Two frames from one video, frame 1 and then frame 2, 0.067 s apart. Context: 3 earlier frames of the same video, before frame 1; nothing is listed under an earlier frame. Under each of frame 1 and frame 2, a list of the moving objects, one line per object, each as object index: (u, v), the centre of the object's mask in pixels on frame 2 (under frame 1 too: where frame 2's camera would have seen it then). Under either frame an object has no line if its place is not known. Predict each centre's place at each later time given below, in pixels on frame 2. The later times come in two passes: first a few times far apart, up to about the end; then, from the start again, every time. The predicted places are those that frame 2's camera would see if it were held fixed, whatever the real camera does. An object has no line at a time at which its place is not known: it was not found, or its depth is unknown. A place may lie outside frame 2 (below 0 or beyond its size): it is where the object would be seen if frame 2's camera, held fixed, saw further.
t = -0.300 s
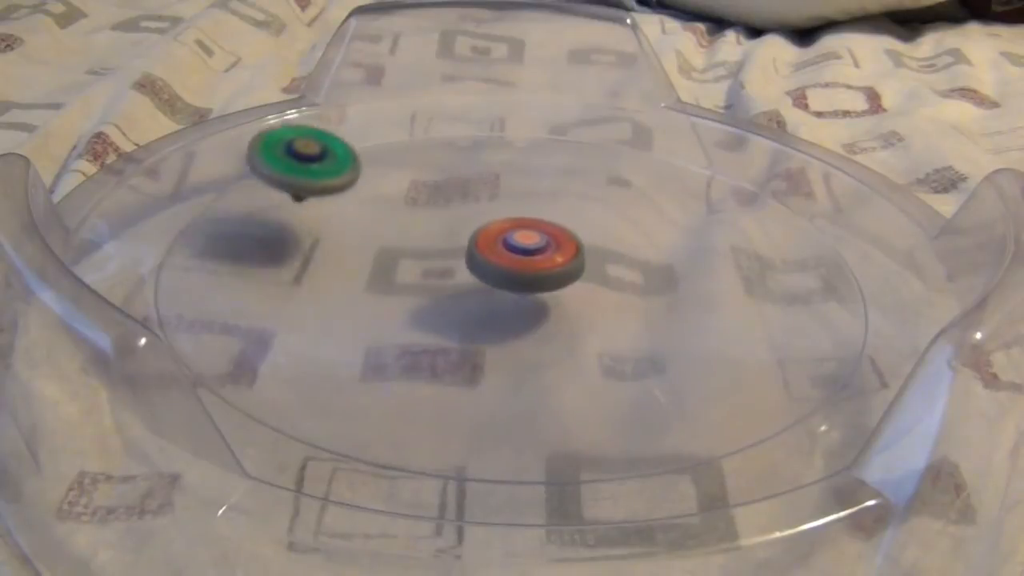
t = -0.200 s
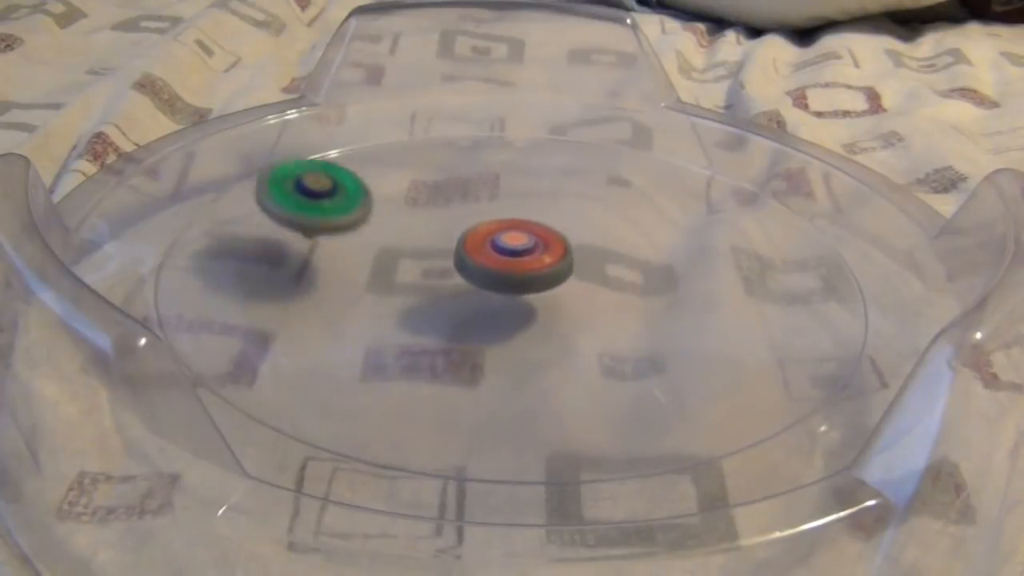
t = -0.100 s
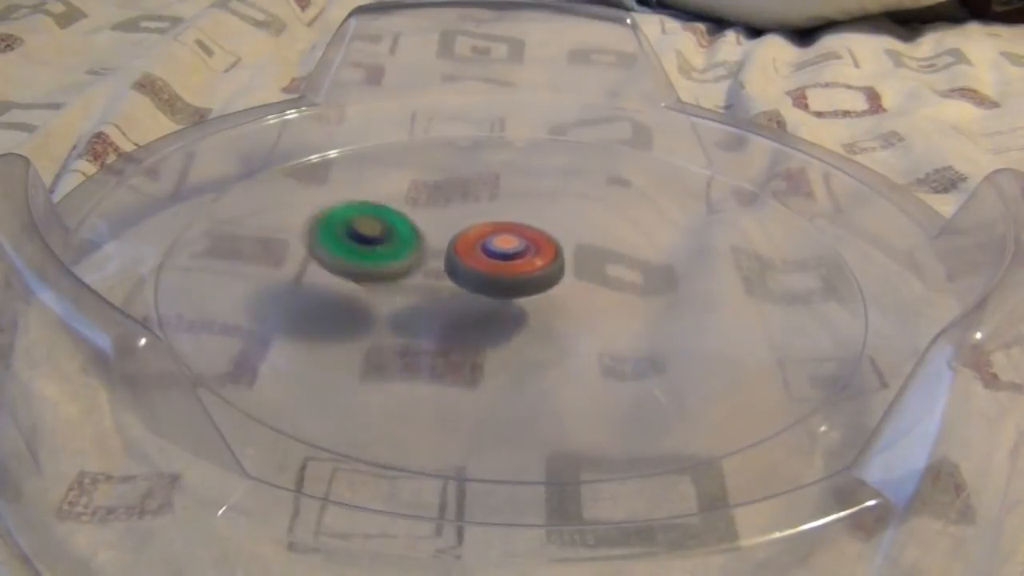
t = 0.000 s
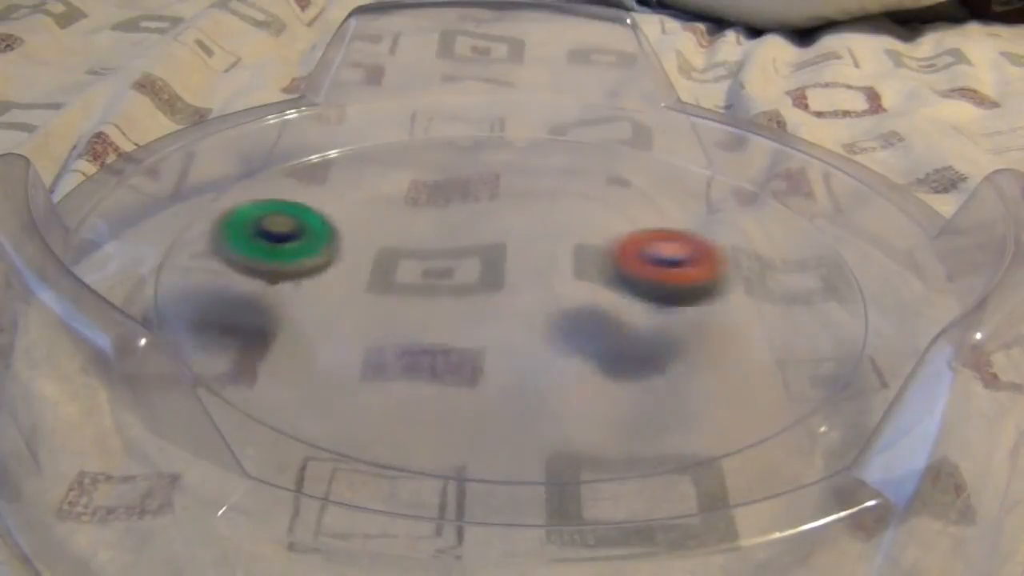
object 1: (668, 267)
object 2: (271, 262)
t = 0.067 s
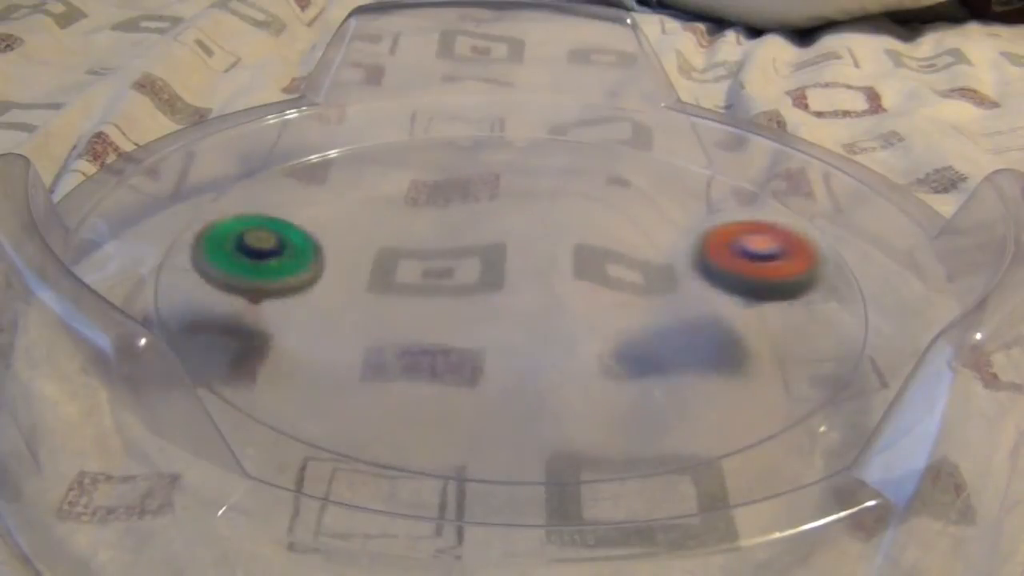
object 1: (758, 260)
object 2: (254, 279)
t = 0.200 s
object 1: (797, 241)
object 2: (451, 367)
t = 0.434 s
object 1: (719, 118)
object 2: (746, 287)
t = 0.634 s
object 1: (597, 79)
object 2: (590, 194)
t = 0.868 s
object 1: (373, 180)
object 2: (298, 274)
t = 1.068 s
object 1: (348, 301)
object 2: (638, 443)
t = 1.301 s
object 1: (522, 361)
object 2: (842, 218)
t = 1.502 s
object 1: (660, 346)
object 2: (420, 125)
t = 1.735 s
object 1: (697, 303)
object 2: (520, 445)
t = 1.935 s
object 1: (654, 281)
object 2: (791, 200)
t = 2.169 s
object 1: (581, 278)
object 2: (214, 209)
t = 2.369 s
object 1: (527, 293)
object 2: (758, 420)
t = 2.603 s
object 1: (501, 317)
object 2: (626, 138)
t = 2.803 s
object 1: (505, 332)
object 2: (187, 265)
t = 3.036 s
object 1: (513, 335)
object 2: (878, 340)
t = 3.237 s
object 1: (515, 332)
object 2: (604, 129)
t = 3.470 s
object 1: (498, 325)
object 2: (212, 334)
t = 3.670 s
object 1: (473, 316)
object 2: (870, 351)
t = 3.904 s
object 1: (447, 308)
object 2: (573, 128)
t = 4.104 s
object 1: (430, 303)
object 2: (190, 271)
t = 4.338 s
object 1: (419, 296)
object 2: (860, 362)
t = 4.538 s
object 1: (418, 292)
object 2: (667, 148)
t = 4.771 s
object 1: (425, 284)
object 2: (203, 224)
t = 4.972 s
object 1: (429, 275)
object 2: (689, 436)
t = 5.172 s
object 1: (437, 268)
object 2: (809, 213)
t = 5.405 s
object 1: (448, 262)
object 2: (404, 128)
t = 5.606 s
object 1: (460, 260)
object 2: (235, 367)
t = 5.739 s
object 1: (469, 259)
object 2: (737, 427)
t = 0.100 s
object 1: (784, 256)
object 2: (269, 298)
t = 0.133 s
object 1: (798, 252)
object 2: (308, 324)
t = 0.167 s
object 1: (801, 247)
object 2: (376, 347)
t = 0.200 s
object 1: (797, 241)
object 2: (451, 367)
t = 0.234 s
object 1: (789, 235)
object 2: (553, 371)
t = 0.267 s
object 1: (777, 231)
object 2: (637, 360)
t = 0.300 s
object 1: (762, 226)
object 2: (719, 331)
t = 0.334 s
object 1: (758, 199)
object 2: (727, 312)
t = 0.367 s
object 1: (757, 165)
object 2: (739, 307)
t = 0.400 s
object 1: (740, 134)
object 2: (745, 300)
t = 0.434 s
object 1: (719, 118)
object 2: (746, 287)
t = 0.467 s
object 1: (699, 105)
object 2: (741, 267)
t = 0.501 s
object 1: (677, 98)
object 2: (729, 243)
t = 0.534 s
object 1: (660, 96)
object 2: (708, 217)
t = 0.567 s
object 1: (642, 106)
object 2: (673, 193)
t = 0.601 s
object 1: (620, 88)
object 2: (632, 185)
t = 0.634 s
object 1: (597, 79)
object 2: (590, 194)
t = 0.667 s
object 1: (569, 92)
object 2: (542, 199)
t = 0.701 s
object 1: (538, 98)
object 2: (490, 202)
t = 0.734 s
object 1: (504, 111)
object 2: (440, 207)
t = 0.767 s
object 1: (470, 125)
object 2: (403, 215)
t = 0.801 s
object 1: (435, 142)
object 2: (361, 230)
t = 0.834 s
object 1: (402, 160)
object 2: (323, 249)
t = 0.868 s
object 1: (373, 180)
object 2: (298, 274)
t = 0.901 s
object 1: (349, 202)
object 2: (287, 306)
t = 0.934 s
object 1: (333, 224)
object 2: (298, 345)
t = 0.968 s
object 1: (325, 245)
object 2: (340, 384)
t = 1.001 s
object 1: (326, 265)
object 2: (410, 425)
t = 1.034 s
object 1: (334, 284)
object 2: (510, 450)
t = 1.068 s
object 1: (348, 301)
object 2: (638, 443)
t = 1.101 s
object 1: (367, 315)
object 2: (758, 428)
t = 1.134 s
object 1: (388, 327)
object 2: (846, 400)
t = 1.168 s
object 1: (412, 337)
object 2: (877, 370)
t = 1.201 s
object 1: (437, 346)
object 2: (890, 317)
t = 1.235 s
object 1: (465, 353)
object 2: (890, 283)
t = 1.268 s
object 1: (493, 358)
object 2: (873, 249)
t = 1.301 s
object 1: (522, 361)
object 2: (842, 218)
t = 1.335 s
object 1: (550, 362)
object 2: (804, 193)
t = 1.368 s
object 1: (577, 362)
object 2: (743, 165)
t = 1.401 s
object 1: (601, 360)
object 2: (656, 143)
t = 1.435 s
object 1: (623, 356)
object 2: (584, 130)
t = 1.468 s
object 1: (643, 352)
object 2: (503, 121)
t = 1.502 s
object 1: (660, 346)
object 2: (420, 125)
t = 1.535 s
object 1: (673, 340)
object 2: (337, 144)
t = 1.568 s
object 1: (684, 334)
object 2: (250, 181)
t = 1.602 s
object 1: (691, 328)
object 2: (201, 228)
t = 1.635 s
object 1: (696, 321)
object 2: (187, 293)
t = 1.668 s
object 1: (698, 314)
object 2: (228, 372)
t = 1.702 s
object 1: (699, 308)
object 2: (334, 419)
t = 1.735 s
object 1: (697, 303)
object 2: (520, 445)
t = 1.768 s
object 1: (694, 298)
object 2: (702, 436)
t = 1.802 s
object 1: (688, 293)
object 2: (821, 395)
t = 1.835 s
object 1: (681, 290)
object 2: (875, 346)
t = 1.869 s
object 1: (673, 286)
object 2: (880, 293)
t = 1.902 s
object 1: (664, 284)
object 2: (840, 244)
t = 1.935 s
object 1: (654, 281)
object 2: (791, 200)
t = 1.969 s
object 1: (645, 280)
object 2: (708, 160)
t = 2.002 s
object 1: (635, 278)
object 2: (632, 138)
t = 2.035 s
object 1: (624, 278)
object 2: (547, 125)
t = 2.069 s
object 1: (613, 277)
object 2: (448, 124)
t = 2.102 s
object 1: (602, 277)
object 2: (365, 136)
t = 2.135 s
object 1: (591, 277)
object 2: (274, 168)
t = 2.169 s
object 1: (581, 278)
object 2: (214, 209)
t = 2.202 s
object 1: (571, 280)
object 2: (187, 267)
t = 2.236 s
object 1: (561, 282)
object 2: (207, 334)
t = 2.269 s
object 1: (552, 284)
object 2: (276, 400)
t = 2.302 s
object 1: (543, 287)
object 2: (437, 438)
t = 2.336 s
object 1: (534, 289)
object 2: (600, 450)
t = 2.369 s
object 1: (527, 293)
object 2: (758, 420)
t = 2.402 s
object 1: (520, 296)
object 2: (846, 376)
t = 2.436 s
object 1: (515, 299)
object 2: (877, 327)
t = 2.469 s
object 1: (511, 303)
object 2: (863, 276)
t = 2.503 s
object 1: (507, 307)
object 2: (814, 224)
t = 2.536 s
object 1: (505, 310)
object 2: (766, 187)
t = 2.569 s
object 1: (503, 314)
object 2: (692, 155)
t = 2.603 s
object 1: (501, 317)
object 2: (626, 138)
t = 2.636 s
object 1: (501, 320)
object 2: (538, 125)
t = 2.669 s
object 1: (501, 324)
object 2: (444, 126)
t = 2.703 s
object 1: (501, 326)
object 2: (364, 137)
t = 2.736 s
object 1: (502, 328)
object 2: (273, 169)
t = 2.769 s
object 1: (504, 330)
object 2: (218, 206)
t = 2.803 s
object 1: (505, 332)
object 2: (187, 265)
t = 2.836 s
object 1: (506, 333)
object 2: (185, 333)
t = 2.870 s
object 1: (508, 334)
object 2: (258, 392)
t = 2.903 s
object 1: (509, 334)
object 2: (429, 435)
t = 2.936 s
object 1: (510, 335)
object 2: (585, 450)
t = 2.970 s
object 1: (512, 335)
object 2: (736, 427)
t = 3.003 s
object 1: (512, 335)
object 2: (827, 390)
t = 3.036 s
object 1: (513, 335)
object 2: (878, 340)
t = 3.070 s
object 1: (514, 335)
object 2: (882, 291)
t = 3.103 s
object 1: (515, 334)
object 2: (852, 245)
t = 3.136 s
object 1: (515, 334)
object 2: (788, 203)
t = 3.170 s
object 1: (515, 333)
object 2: (733, 171)
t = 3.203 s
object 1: (515, 332)
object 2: (666, 144)
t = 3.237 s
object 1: (515, 332)
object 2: (604, 129)
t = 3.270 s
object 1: (513, 331)
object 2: (516, 123)
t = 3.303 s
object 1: (512, 331)
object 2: (431, 125)
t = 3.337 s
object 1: (510, 330)
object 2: (349, 141)
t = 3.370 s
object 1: (508, 329)
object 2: (267, 171)
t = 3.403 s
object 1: (505, 328)
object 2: (217, 210)
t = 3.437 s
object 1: (502, 326)
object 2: (187, 267)
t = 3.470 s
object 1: (498, 325)
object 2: (212, 334)
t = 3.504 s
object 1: (494, 323)
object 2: (264, 392)
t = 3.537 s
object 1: (490, 322)
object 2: (411, 435)
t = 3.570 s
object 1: (486, 320)
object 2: (567, 446)
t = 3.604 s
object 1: (481, 319)
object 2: (713, 434)
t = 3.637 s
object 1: (477, 317)
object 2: (821, 395)
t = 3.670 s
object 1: (473, 316)
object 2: (870, 351)
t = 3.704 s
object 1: (469, 315)
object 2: (883, 305)
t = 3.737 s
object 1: (465, 314)
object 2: (863, 261)
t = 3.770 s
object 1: (461, 313)
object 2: (822, 219)
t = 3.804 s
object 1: (457, 312)
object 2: (778, 188)
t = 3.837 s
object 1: (454, 310)
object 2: (705, 158)
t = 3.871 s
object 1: (450, 309)
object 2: (641, 137)
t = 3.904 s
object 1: (447, 308)
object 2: (573, 128)
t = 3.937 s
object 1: (443, 307)
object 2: (490, 124)
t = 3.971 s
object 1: (440, 306)
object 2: (410, 128)
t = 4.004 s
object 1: (437, 305)
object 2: (326, 148)
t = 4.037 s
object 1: (435, 304)
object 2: (255, 178)
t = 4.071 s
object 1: (432, 303)
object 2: (208, 220)
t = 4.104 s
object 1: (430, 303)
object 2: (190, 271)
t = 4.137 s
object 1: (428, 302)
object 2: (214, 335)
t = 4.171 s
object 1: (426, 301)
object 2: (257, 395)
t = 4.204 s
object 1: (424, 300)
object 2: (411, 433)
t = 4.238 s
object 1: (422, 299)
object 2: (567, 448)
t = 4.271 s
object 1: (421, 298)
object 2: (705, 436)
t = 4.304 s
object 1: (420, 297)
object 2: (805, 404)
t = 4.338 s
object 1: (419, 296)
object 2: (860, 362)
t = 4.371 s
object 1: (418, 295)
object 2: (887, 315)
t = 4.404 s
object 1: (418, 295)
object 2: (873, 272)
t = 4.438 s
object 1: (418, 294)
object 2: (837, 232)
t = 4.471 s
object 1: (418, 293)
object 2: (787, 200)
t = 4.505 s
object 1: (418, 293)
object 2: (724, 170)
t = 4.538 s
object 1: (418, 292)
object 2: (667, 148)
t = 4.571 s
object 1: (419, 291)
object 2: (614, 133)
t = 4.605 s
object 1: (420, 290)
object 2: (546, 123)
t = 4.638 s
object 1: (420, 288)
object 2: (463, 123)
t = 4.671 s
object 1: (421, 287)
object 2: (388, 130)
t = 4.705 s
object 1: (422, 287)
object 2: (308, 152)
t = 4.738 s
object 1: (424, 285)
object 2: (243, 183)
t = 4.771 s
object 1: (425, 284)
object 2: (203, 224)
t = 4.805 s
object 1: (425, 283)
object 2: (190, 277)
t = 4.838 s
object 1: (426, 281)
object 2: (215, 335)
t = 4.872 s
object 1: (427, 280)
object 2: (264, 394)
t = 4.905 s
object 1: (428, 278)
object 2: (398, 437)
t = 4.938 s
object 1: (429, 276)
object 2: (550, 448)
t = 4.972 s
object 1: (429, 275)
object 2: (689, 436)
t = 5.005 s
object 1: (430, 274)
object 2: (793, 405)
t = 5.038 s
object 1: (432, 273)
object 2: (853, 370)
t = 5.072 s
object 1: (433, 271)
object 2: (878, 326)
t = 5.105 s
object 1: (434, 270)
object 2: (875, 285)
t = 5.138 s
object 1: (435, 269)
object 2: (845, 248)
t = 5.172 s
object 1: (437, 268)
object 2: (809, 213)
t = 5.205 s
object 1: (438, 267)
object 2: (763, 186)
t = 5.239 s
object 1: (439, 266)
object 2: (707, 165)
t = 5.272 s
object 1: (441, 265)
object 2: (652, 147)
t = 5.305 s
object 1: (443, 265)
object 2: (596, 133)
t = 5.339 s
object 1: (444, 264)
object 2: (535, 124)
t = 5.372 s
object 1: (446, 263)
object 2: (476, 119)
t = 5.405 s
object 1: (448, 262)
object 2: (404, 128)
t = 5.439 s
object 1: (450, 262)
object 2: (332, 144)
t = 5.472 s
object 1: (452, 262)
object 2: (264, 169)
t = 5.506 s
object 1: (454, 261)
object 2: (217, 205)
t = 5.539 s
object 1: (456, 261)
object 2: (194, 252)
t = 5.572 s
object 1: (458, 260)
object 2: (197, 308)
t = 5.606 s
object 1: (460, 260)
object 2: (235, 367)
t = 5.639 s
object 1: (463, 260)
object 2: (328, 415)
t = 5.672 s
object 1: (465, 260)
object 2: (469, 446)
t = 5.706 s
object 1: (467, 260)
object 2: (604, 448)
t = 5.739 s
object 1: (469, 259)
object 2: (737, 427)
